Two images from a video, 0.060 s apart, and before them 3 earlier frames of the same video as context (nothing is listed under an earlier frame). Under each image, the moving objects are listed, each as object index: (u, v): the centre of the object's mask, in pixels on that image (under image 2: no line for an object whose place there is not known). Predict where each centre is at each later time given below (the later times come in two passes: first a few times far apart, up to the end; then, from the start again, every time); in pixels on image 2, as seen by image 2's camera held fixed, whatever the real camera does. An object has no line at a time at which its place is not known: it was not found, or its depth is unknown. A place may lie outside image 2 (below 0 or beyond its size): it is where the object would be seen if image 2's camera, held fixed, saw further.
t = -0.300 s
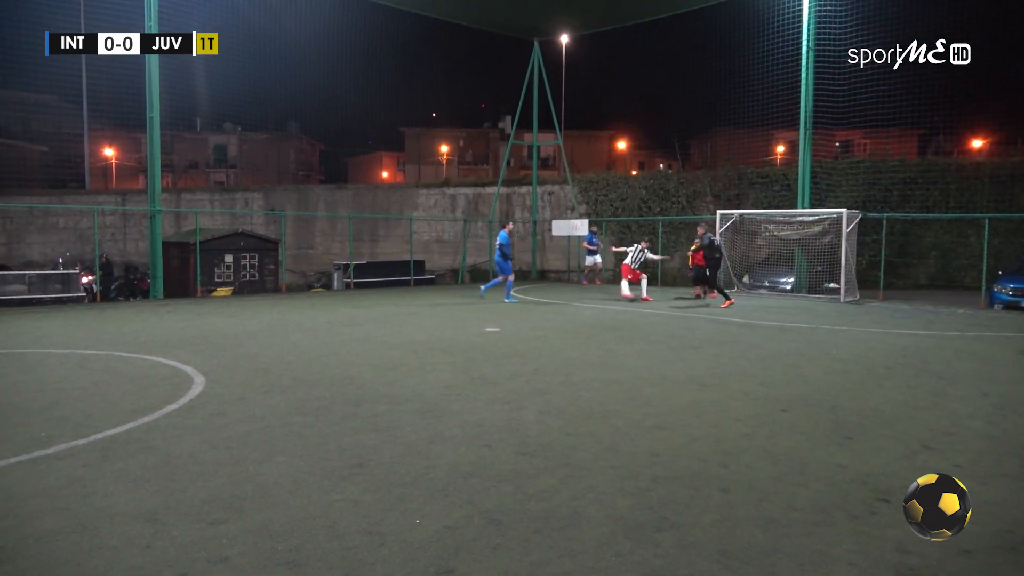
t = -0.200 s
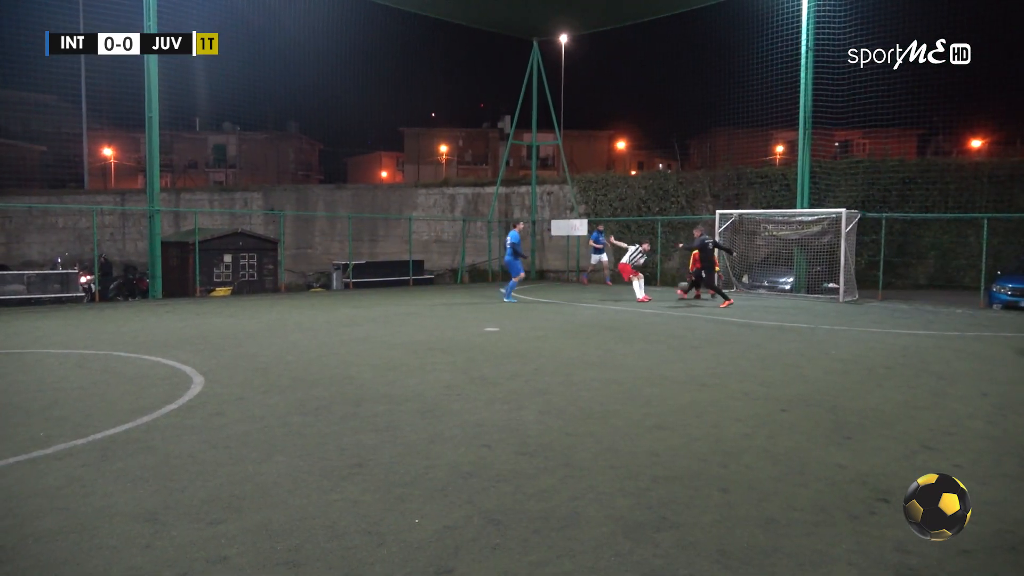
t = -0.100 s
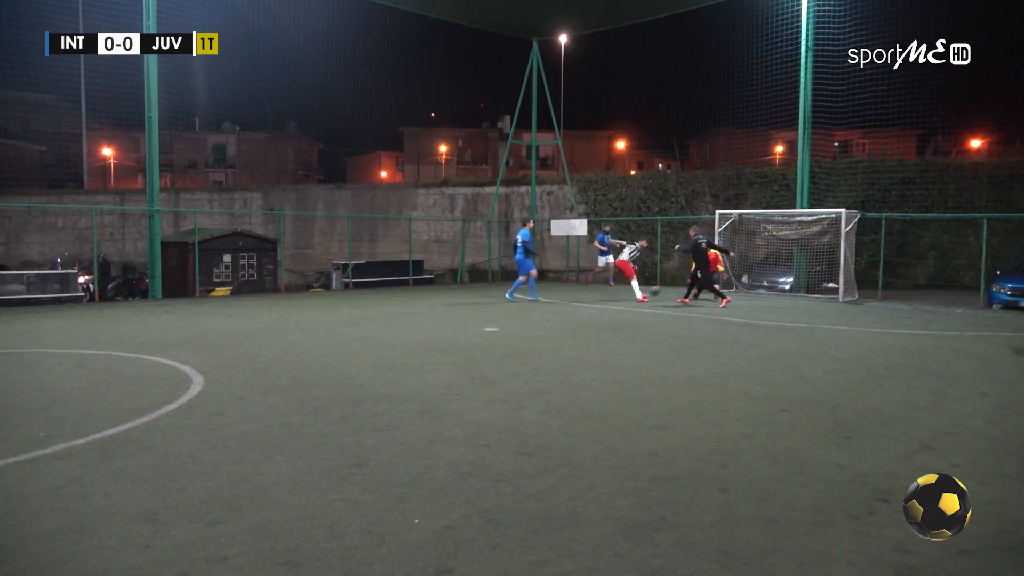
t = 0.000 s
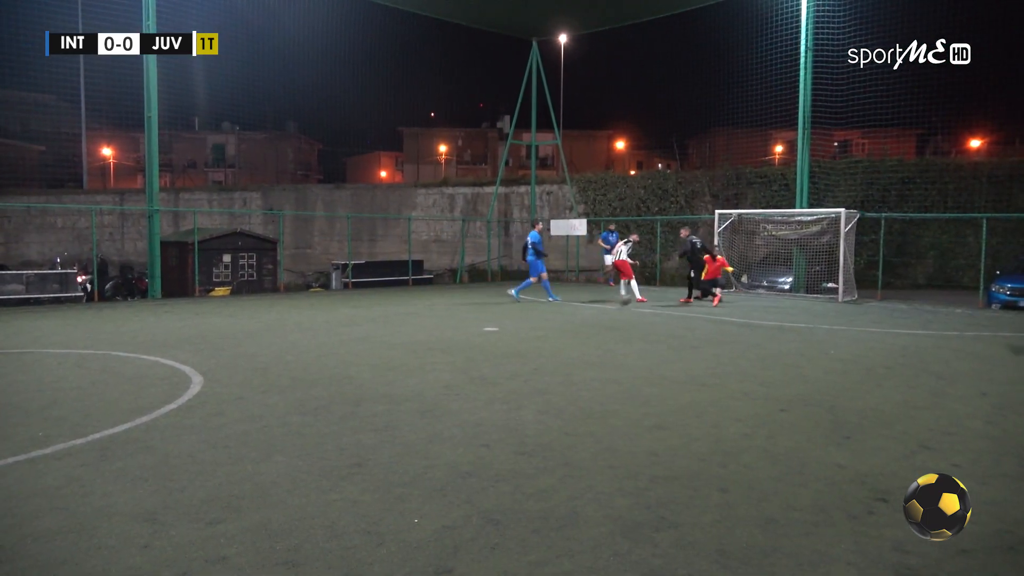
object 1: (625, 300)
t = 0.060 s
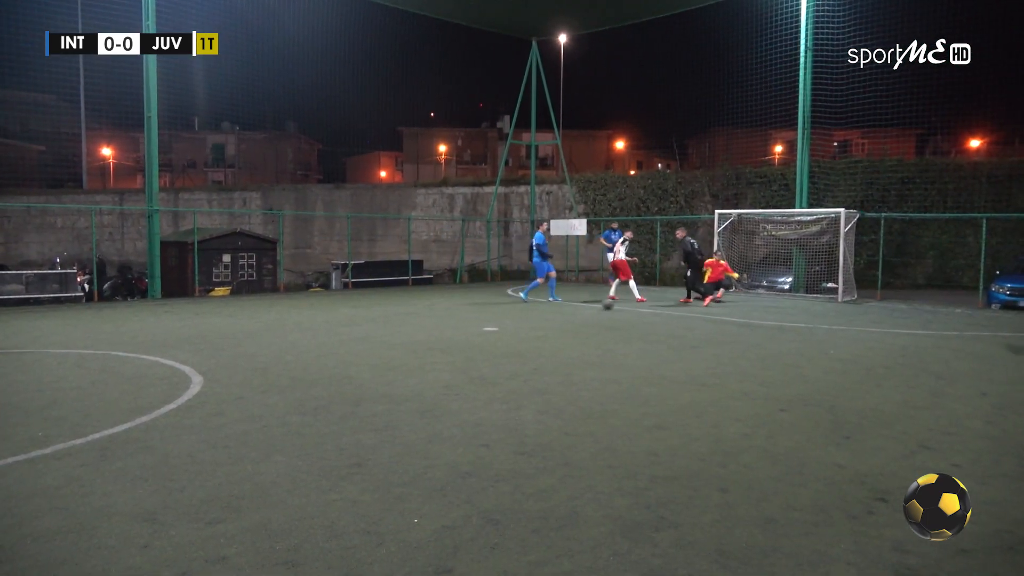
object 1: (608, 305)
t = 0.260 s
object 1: (561, 309)
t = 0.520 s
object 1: (505, 318)
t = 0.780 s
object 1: (453, 325)
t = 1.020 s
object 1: (397, 333)
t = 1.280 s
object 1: (327, 343)
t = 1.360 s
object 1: (304, 346)
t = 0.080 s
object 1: (603, 304)
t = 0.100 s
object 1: (599, 304)
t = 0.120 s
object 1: (594, 304)
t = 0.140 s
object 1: (589, 303)
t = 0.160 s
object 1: (585, 304)
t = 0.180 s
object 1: (579, 304)
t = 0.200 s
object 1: (574, 305)
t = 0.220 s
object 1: (570, 306)
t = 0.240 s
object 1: (565, 306)
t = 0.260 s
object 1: (561, 309)
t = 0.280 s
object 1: (555, 312)
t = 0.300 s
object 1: (551, 312)
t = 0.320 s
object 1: (546, 312)
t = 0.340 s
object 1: (542, 312)
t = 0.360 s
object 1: (538, 313)
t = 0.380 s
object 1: (534, 314)
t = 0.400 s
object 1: (529, 315)
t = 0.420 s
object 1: (525, 315)
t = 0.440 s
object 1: (521, 316)
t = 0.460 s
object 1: (517, 316)
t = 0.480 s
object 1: (513, 317)
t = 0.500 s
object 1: (509, 317)
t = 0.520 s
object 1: (505, 318)
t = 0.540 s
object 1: (502, 319)
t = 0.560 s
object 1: (498, 319)
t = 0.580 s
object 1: (494, 320)
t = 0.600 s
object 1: (490, 320)
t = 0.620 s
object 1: (486, 321)
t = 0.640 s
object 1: (482, 321)
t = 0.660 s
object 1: (478, 322)
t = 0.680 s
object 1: (474, 322)
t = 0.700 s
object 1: (470, 323)
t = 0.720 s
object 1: (465, 324)
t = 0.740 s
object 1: (462, 324)
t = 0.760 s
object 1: (457, 325)
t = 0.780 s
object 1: (453, 325)
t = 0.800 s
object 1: (448, 326)
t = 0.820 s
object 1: (444, 326)
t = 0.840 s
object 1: (439, 327)
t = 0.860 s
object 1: (435, 328)
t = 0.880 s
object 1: (430, 328)
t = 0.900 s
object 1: (426, 329)
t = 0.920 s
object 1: (421, 330)
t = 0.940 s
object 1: (417, 331)
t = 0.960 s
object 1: (412, 331)
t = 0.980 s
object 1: (407, 332)
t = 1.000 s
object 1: (402, 333)
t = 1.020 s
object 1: (397, 333)
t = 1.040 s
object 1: (392, 334)
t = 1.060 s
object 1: (387, 334)
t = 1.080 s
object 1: (382, 334)
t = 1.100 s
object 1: (377, 335)
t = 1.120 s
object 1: (371, 336)
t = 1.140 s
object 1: (366, 337)
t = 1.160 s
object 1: (361, 338)
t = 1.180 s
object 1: (356, 339)
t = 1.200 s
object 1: (350, 339)
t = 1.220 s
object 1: (345, 340)
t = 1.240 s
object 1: (339, 340)
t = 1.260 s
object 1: (334, 342)
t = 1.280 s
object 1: (327, 343)
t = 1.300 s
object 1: (322, 343)
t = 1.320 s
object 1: (316, 344)
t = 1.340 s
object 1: (311, 345)
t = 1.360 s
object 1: (304, 346)
